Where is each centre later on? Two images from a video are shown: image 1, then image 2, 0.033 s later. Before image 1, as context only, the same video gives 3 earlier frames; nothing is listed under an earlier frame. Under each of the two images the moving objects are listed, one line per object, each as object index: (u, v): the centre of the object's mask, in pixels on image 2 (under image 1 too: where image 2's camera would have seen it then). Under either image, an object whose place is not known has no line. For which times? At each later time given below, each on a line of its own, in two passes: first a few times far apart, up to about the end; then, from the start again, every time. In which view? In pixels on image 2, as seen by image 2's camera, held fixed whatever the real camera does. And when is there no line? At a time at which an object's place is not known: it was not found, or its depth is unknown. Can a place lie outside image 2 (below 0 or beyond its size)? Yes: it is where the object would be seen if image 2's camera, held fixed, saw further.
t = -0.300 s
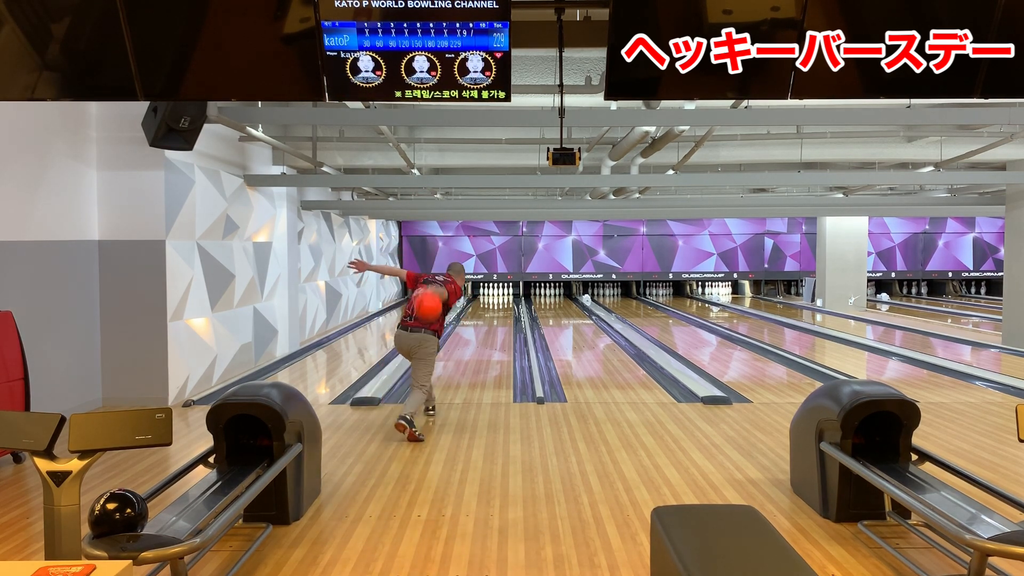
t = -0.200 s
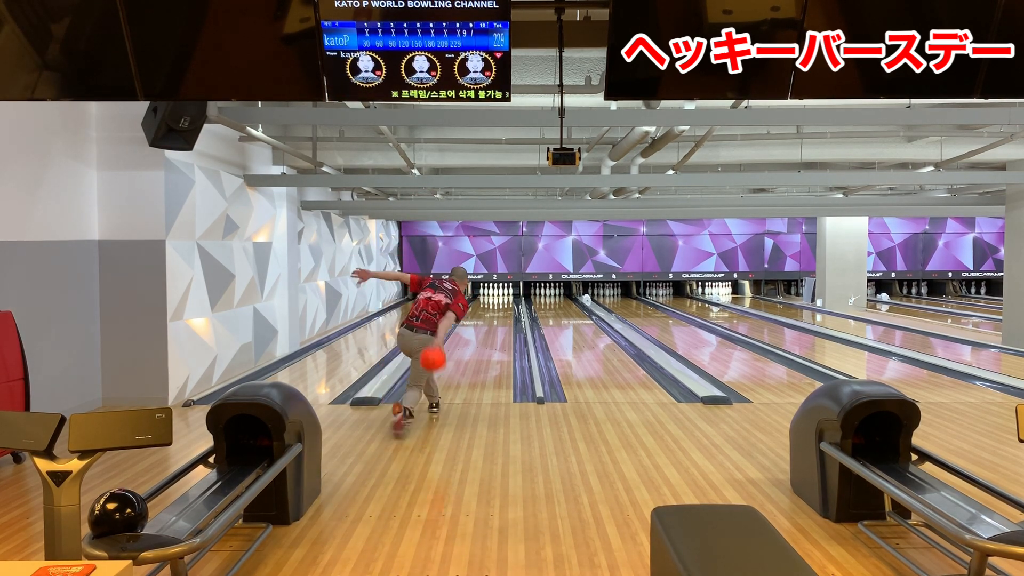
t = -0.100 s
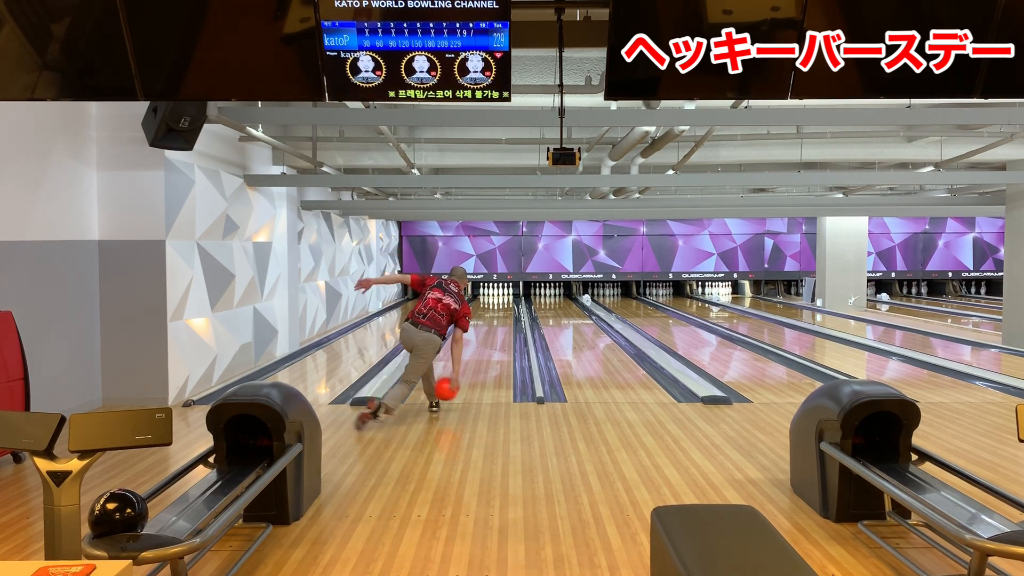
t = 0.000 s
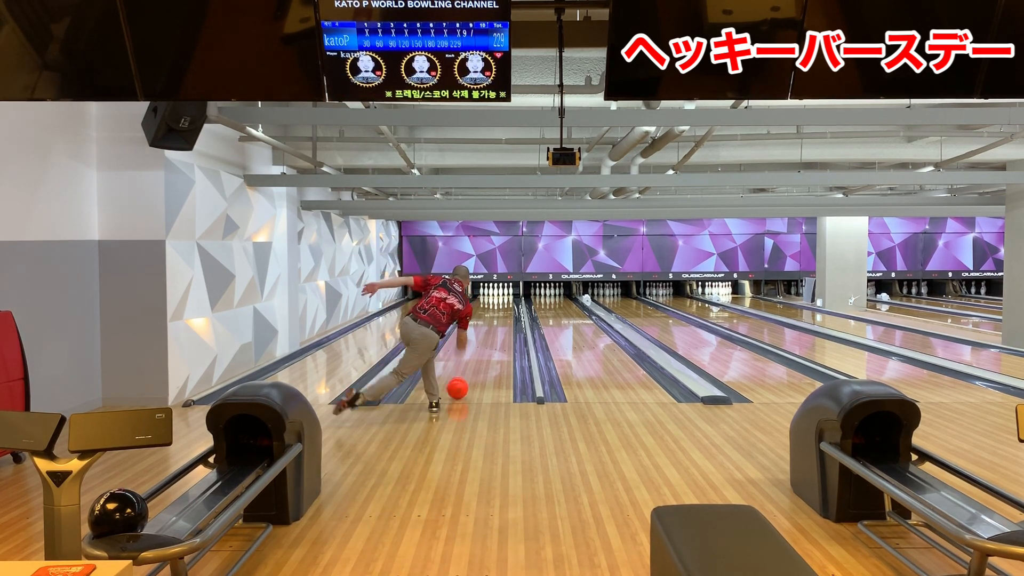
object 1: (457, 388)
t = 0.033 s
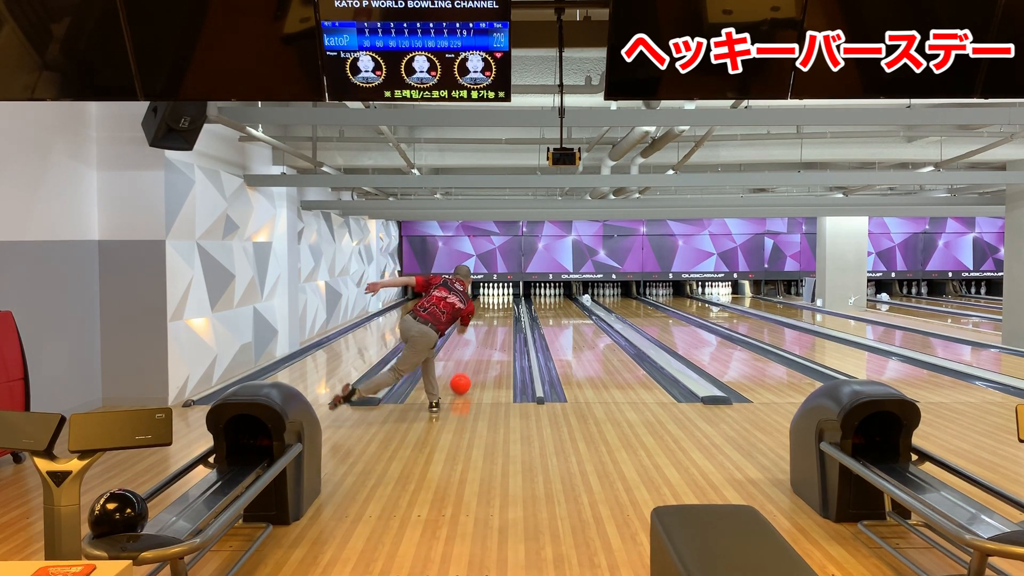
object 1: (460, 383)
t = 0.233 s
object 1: (474, 363)
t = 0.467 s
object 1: (485, 346)
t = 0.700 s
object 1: (493, 333)
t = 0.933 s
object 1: (499, 324)
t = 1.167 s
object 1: (502, 316)
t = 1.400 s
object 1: (504, 310)
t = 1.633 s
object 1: (505, 305)
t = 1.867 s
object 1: (504, 301)
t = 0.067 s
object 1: (463, 380)
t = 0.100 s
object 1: (465, 377)
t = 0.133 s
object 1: (468, 373)
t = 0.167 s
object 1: (470, 370)
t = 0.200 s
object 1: (472, 367)
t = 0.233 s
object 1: (474, 363)
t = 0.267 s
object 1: (476, 361)
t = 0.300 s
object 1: (478, 358)
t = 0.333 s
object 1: (479, 356)
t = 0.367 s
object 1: (481, 353)
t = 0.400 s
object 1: (483, 351)
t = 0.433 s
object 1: (484, 348)
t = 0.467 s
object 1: (485, 346)
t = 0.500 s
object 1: (487, 344)
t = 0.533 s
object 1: (488, 343)
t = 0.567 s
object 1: (489, 340)
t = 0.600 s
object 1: (490, 338)
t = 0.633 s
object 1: (491, 337)
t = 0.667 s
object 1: (492, 335)
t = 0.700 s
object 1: (493, 333)
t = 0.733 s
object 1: (494, 332)
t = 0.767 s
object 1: (495, 330)
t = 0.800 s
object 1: (495, 329)
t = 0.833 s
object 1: (496, 327)
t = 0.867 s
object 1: (497, 326)
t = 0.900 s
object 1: (498, 325)
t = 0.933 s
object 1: (499, 324)
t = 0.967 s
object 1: (499, 322)
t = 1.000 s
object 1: (500, 321)
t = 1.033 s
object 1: (500, 320)
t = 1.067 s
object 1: (501, 319)
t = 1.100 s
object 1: (502, 318)
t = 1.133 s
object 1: (502, 317)
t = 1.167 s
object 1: (502, 316)
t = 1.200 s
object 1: (503, 315)
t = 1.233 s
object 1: (503, 314)
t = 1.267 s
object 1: (503, 313)
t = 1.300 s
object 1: (503, 313)
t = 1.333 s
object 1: (504, 312)
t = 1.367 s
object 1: (504, 311)
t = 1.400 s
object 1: (504, 310)
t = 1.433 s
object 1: (504, 309)
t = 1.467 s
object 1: (505, 308)
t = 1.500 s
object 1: (505, 307)
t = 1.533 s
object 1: (505, 307)
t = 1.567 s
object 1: (505, 306)
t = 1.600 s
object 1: (505, 306)
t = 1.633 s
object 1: (505, 305)
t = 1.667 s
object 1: (505, 304)
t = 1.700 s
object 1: (505, 304)
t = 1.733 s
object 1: (505, 303)
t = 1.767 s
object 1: (505, 302)
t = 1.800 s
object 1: (505, 302)
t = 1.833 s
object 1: (504, 302)
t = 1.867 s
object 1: (504, 301)
